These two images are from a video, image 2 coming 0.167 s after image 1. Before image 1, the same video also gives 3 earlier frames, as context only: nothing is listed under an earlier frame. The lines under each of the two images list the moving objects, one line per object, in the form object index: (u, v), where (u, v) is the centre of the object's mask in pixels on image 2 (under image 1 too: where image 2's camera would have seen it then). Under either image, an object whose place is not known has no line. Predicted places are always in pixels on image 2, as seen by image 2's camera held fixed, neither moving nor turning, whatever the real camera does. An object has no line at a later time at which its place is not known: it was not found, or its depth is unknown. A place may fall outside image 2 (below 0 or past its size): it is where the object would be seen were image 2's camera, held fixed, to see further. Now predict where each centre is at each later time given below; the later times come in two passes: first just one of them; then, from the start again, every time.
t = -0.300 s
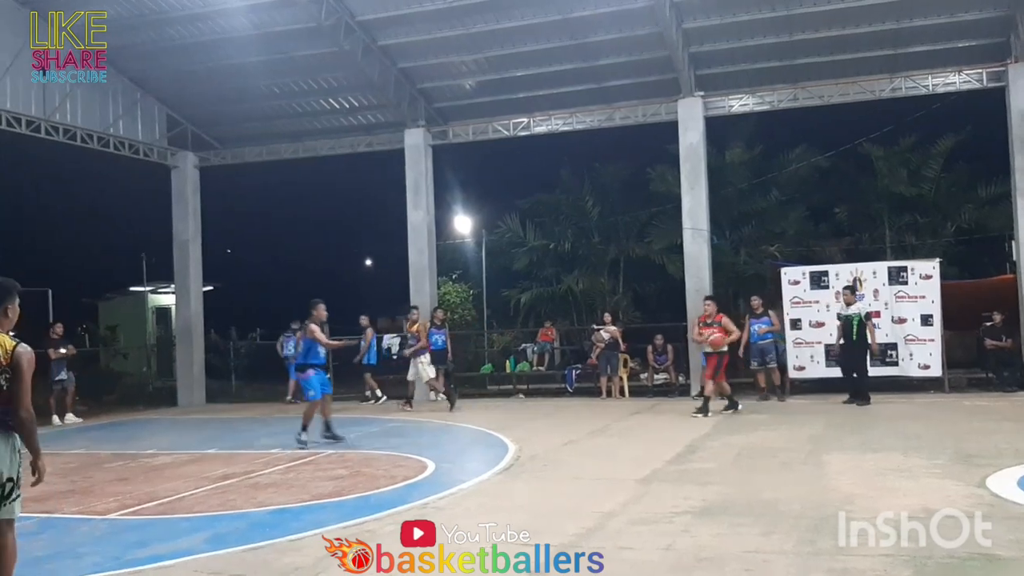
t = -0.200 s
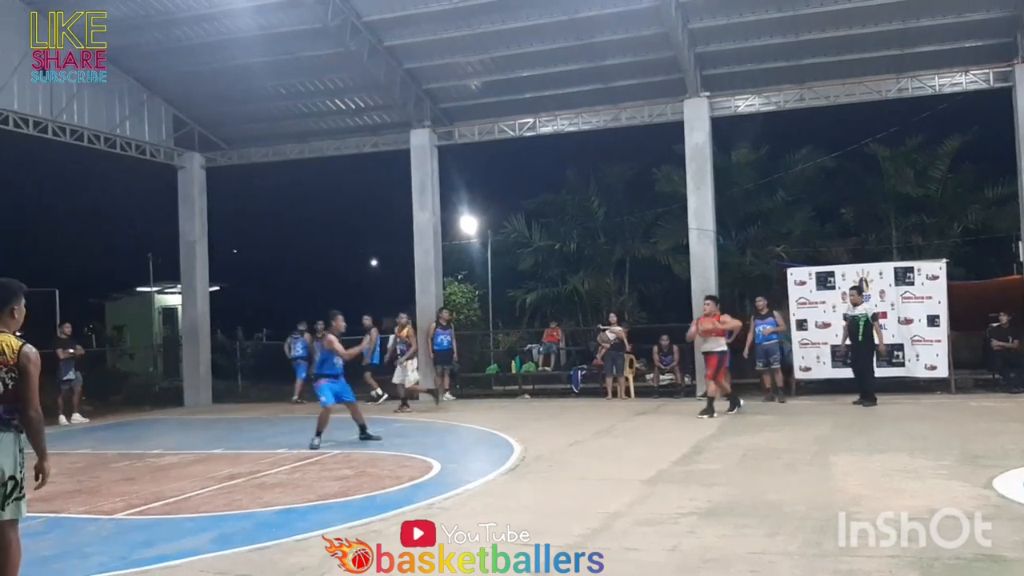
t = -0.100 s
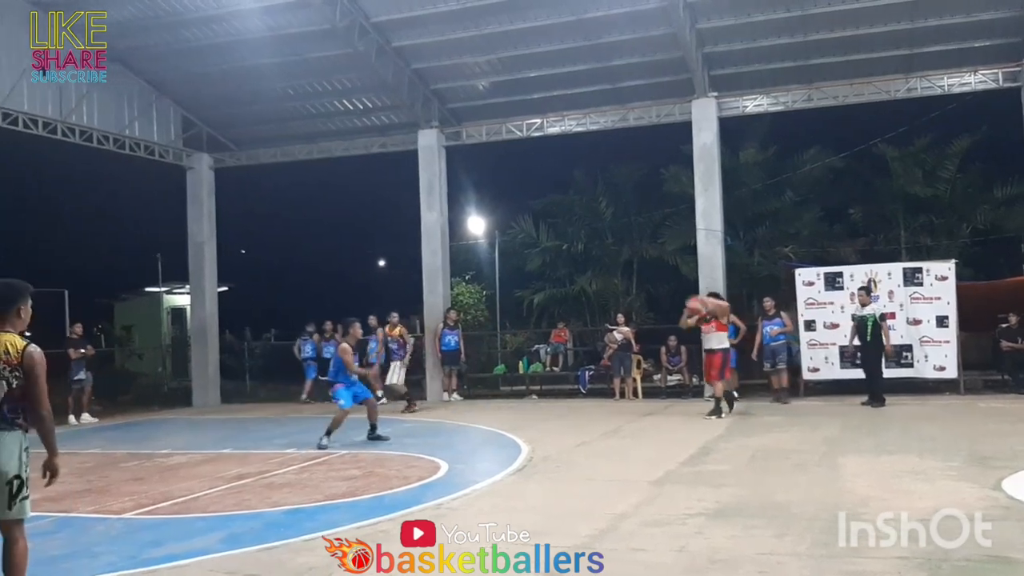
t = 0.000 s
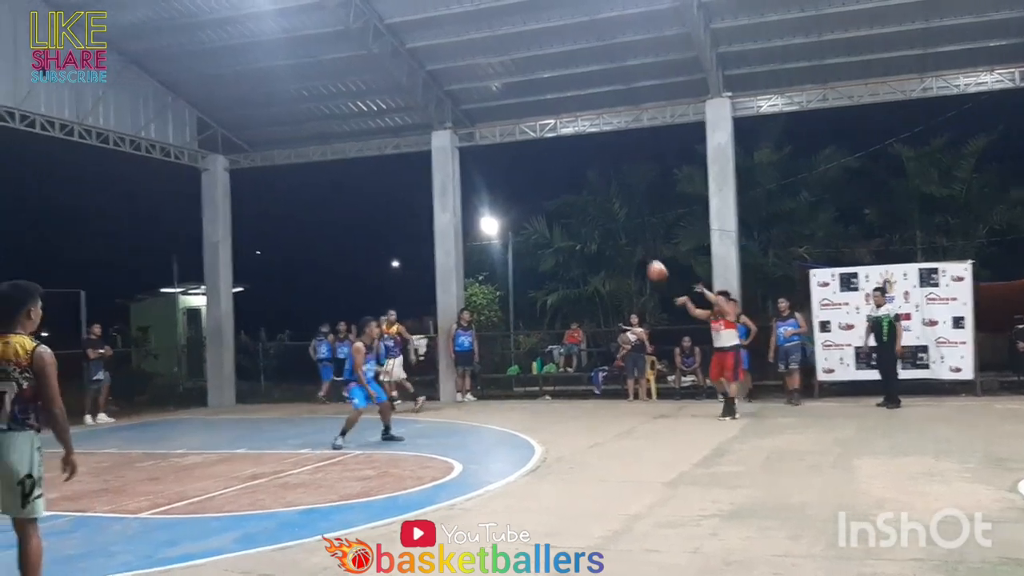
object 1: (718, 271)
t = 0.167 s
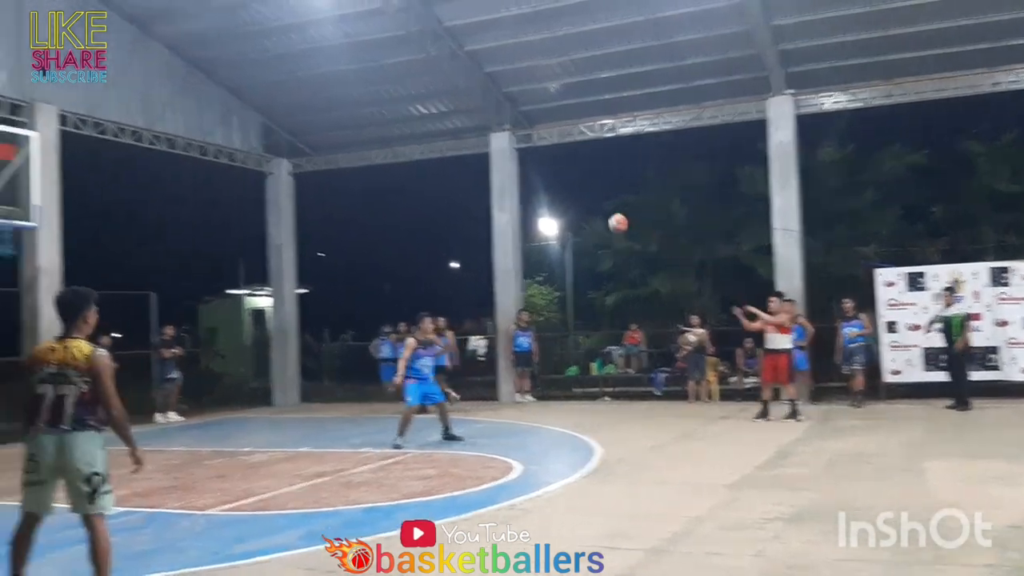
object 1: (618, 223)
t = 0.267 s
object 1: (556, 203)
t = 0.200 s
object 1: (597, 216)
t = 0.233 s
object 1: (576, 209)
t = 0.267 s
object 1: (556, 203)
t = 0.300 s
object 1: (536, 197)
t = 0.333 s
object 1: (515, 194)
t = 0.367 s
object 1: (493, 191)
